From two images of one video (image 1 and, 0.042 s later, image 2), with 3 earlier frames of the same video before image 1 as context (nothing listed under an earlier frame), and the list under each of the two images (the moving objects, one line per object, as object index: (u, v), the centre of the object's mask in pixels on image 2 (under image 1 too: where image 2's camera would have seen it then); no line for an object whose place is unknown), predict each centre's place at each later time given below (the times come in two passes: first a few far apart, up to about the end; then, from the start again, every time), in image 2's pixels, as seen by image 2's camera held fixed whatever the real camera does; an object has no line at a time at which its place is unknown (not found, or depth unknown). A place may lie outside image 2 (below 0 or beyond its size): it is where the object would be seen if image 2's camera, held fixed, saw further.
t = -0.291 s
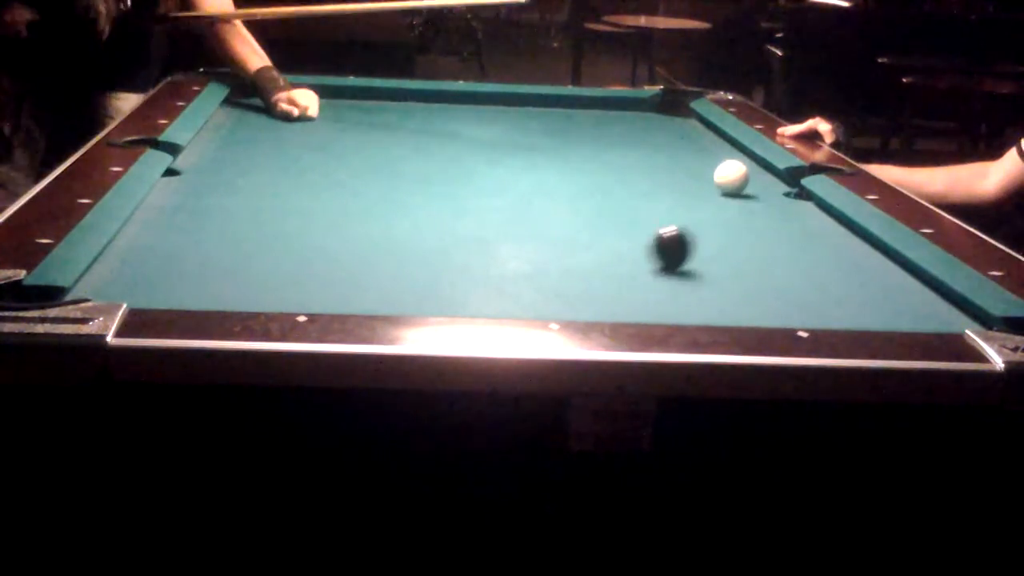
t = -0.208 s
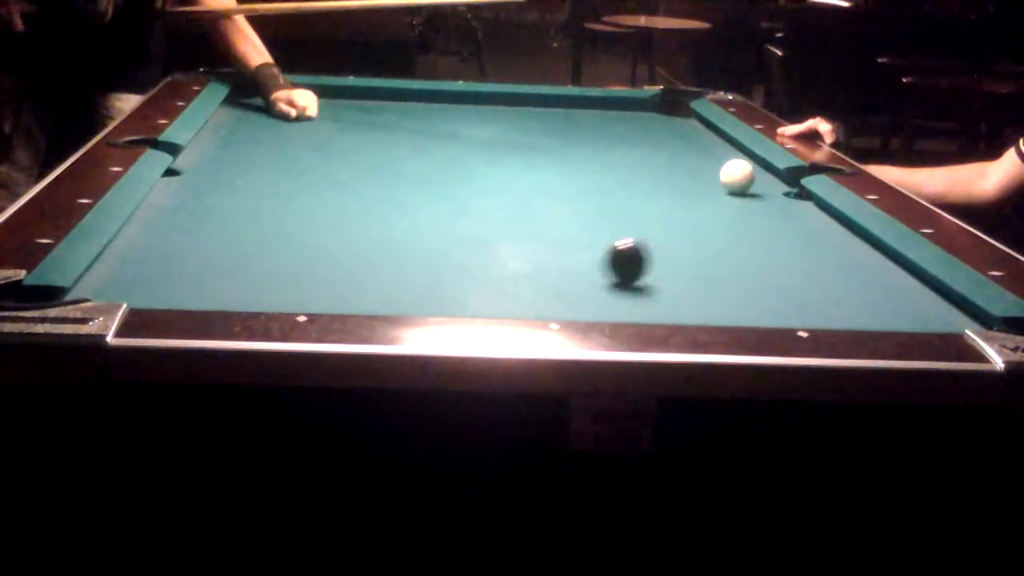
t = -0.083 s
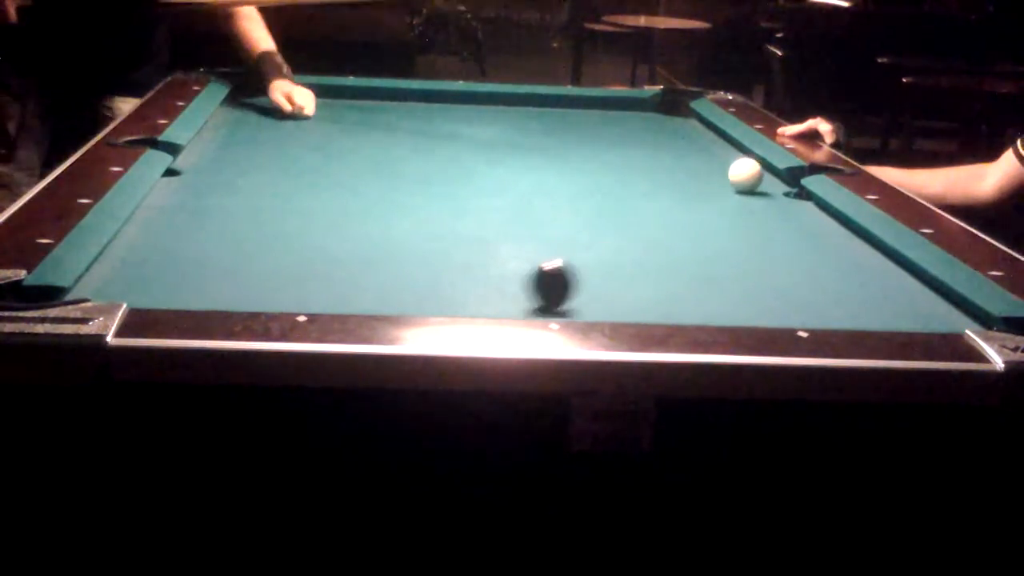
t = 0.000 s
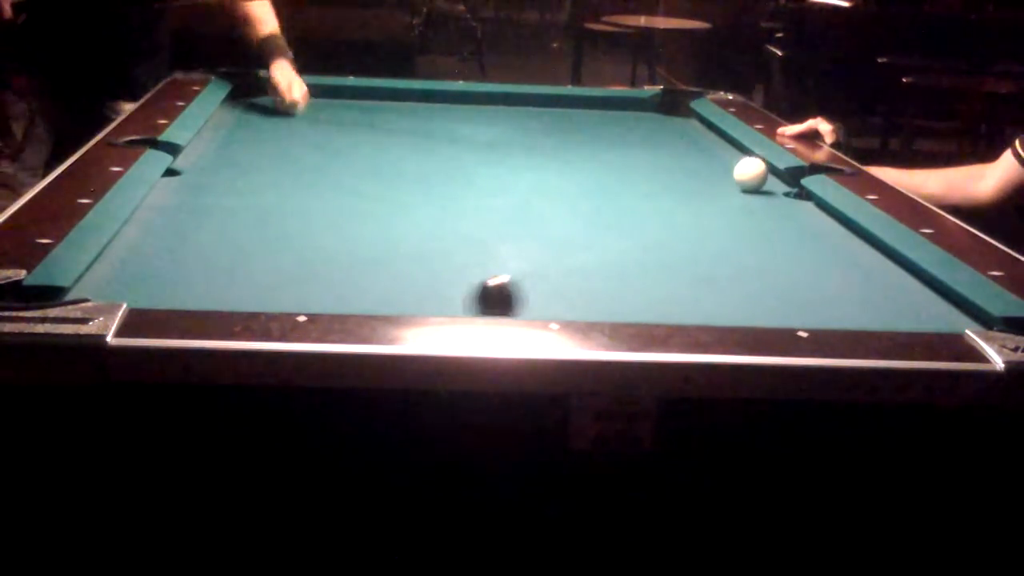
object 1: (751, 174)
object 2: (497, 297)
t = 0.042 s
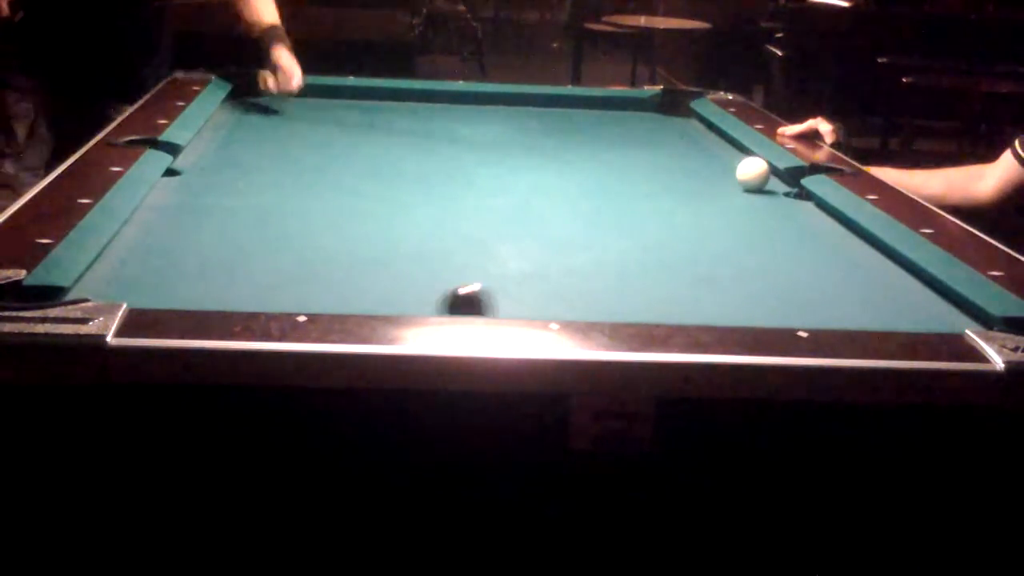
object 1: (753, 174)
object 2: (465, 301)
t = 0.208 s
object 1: (762, 172)
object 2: (323, 290)
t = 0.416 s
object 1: (759, 170)
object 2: (160, 265)
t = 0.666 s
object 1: (747, 168)
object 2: (218, 239)
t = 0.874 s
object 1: (738, 166)
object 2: (303, 222)
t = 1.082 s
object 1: (732, 165)
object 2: (377, 207)
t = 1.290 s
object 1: (728, 163)
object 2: (440, 194)
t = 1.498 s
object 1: (724, 163)
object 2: (496, 183)
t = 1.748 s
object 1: (723, 162)
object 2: (556, 171)
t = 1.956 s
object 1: (722, 162)
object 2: (598, 162)
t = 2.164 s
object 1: (722, 162)
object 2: (638, 154)
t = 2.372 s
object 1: (722, 162)
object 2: (672, 146)
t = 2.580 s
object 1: (722, 162)
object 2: (701, 140)
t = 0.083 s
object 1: (755, 173)
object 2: (434, 303)
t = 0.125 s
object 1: (758, 173)
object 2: (395, 298)
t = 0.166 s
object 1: (760, 172)
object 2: (358, 294)
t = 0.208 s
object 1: (762, 172)
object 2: (323, 290)
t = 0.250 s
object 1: (764, 172)
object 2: (289, 286)
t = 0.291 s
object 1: (765, 171)
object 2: (255, 282)
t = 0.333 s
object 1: (763, 171)
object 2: (222, 276)
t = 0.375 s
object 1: (761, 170)
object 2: (191, 270)
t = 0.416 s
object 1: (759, 170)
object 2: (160, 265)
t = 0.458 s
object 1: (757, 169)
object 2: (129, 259)
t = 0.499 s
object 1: (755, 169)
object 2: (137, 254)
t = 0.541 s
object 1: (753, 169)
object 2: (160, 251)
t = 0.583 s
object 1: (751, 168)
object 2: (179, 247)
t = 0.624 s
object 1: (749, 168)
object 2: (199, 243)
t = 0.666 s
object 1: (747, 168)
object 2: (218, 239)
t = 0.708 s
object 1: (745, 167)
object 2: (236, 236)
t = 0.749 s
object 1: (743, 167)
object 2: (254, 232)
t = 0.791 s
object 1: (742, 167)
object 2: (270, 229)
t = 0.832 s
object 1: (740, 166)
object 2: (287, 225)
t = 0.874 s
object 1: (738, 166)
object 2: (303, 222)
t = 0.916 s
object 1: (737, 166)
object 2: (318, 219)
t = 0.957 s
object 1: (736, 165)
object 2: (334, 216)
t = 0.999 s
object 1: (734, 165)
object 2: (348, 213)
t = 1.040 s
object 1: (733, 165)
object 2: (363, 210)
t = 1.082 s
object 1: (732, 165)
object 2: (377, 207)
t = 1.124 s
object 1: (731, 164)
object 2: (391, 204)
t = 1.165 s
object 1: (730, 164)
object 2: (403, 201)
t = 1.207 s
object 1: (730, 164)
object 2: (415, 199)
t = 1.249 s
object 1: (729, 164)
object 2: (428, 197)
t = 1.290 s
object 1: (728, 163)
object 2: (440, 194)
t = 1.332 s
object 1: (727, 163)
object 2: (452, 191)
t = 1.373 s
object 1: (726, 163)
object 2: (463, 189)
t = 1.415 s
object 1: (726, 163)
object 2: (474, 187)
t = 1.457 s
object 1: (725, 163)
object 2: (485, 185)
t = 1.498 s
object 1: (724, 163)
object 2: (496, 183)
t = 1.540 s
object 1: (724, 163)
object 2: (507, 181)
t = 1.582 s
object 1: (724, 163)
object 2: (517, 179)
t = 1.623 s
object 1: (723, 163)
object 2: (527, 177)
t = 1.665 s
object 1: (723, 162)
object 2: (536, 175)
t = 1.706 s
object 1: (723, 162)
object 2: (546, 173)
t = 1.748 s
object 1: (723, 162)
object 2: (556, 171)
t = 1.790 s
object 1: (722, 162)
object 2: (565, 169)
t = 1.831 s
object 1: (722, 162)
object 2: (573, 167)
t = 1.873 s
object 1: (722, 162)
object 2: (582, 166)
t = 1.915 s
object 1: (722, 162)
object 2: (590, 163)
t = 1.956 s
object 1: (722, 162)
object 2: (598, 162)
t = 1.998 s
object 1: (722, 162)
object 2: (607, 160)
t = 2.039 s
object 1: (722, 162)
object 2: (614, 158)
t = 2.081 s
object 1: (722, 162)
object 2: (622, 157)
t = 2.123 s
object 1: (722, 162)
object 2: (630, 155)
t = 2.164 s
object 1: (722, 162)
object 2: (638, 154)
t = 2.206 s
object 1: (722, 162)
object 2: (645, 152)
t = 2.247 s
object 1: (722, 162)
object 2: (652, 150)
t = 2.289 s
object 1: (722, 162)
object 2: (659, 149)
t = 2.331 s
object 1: (722, 162)
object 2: (665, 148)
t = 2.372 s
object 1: (722, 162)
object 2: (672, 146)
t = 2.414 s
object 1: (722, 162)
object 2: (678, 145)
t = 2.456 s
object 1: (722, 162)
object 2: (685, 144)
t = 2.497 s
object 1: (722, 162)
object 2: (691, 142)
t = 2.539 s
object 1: (722, 162)
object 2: (697, 140)
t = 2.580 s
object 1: (722, 162)
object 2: (701, 140)
